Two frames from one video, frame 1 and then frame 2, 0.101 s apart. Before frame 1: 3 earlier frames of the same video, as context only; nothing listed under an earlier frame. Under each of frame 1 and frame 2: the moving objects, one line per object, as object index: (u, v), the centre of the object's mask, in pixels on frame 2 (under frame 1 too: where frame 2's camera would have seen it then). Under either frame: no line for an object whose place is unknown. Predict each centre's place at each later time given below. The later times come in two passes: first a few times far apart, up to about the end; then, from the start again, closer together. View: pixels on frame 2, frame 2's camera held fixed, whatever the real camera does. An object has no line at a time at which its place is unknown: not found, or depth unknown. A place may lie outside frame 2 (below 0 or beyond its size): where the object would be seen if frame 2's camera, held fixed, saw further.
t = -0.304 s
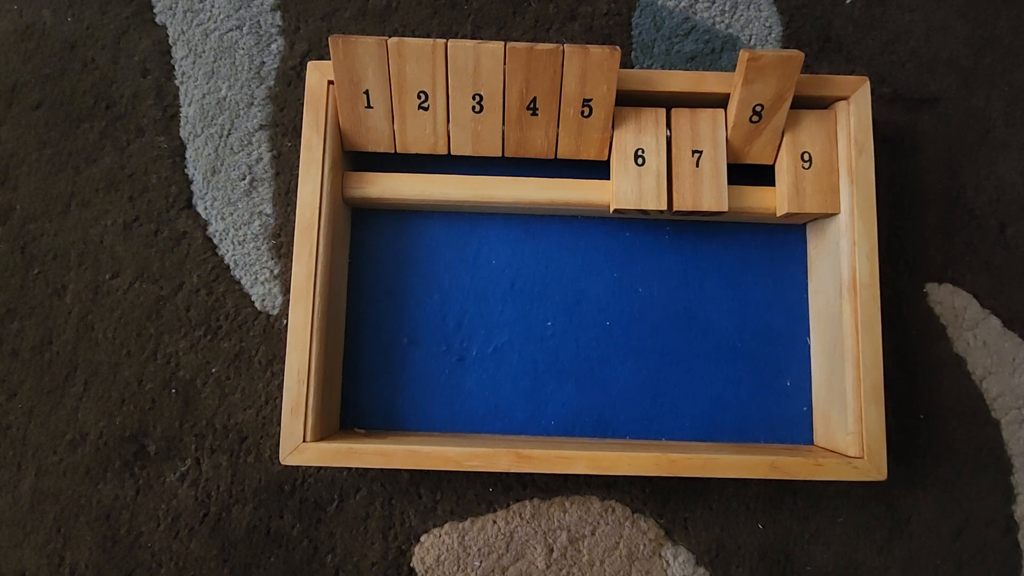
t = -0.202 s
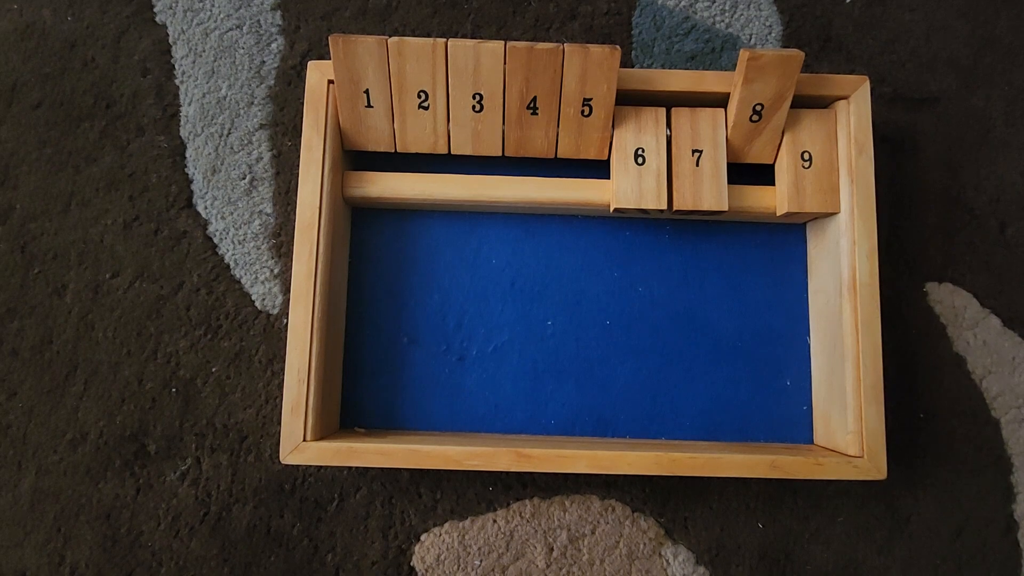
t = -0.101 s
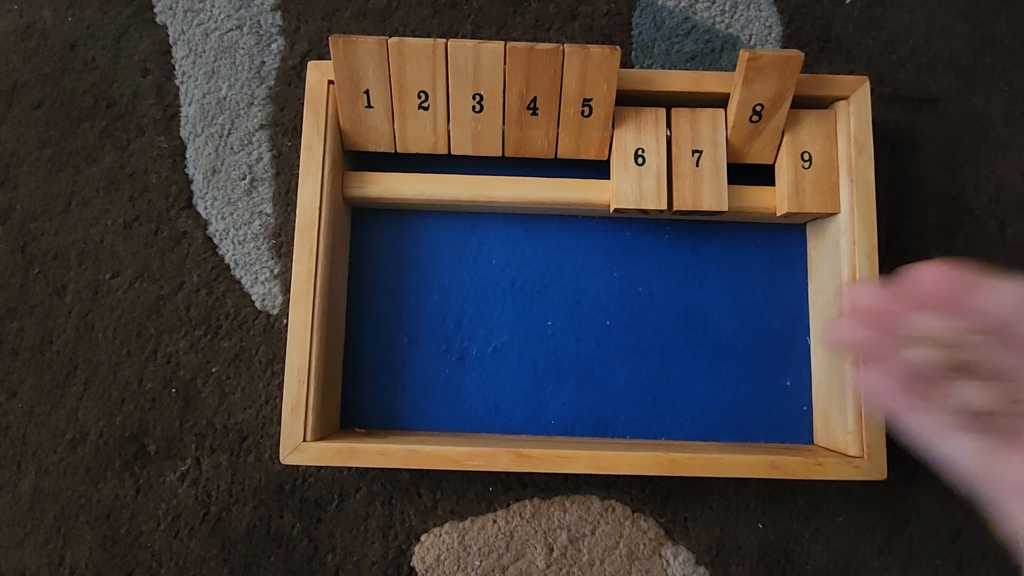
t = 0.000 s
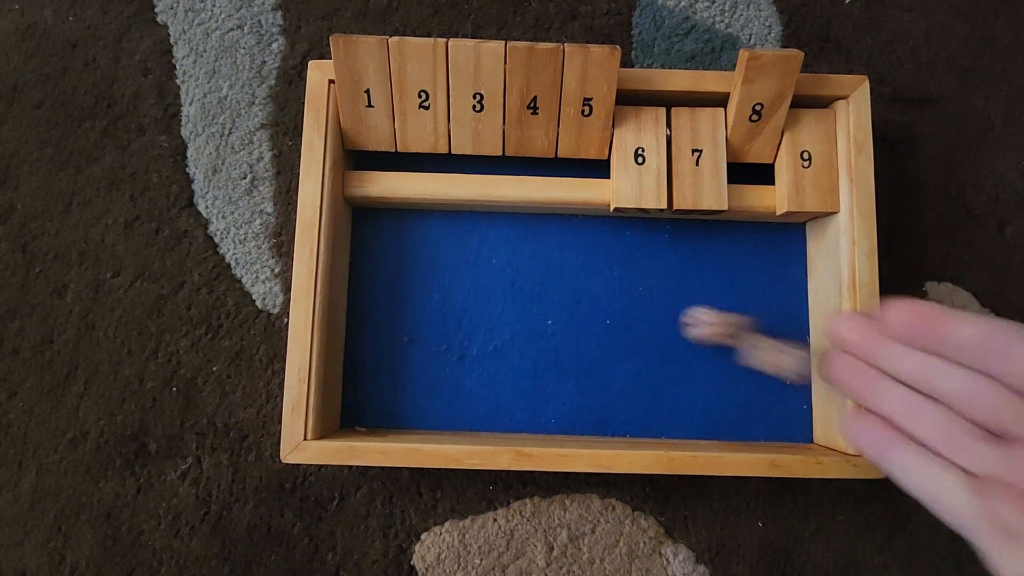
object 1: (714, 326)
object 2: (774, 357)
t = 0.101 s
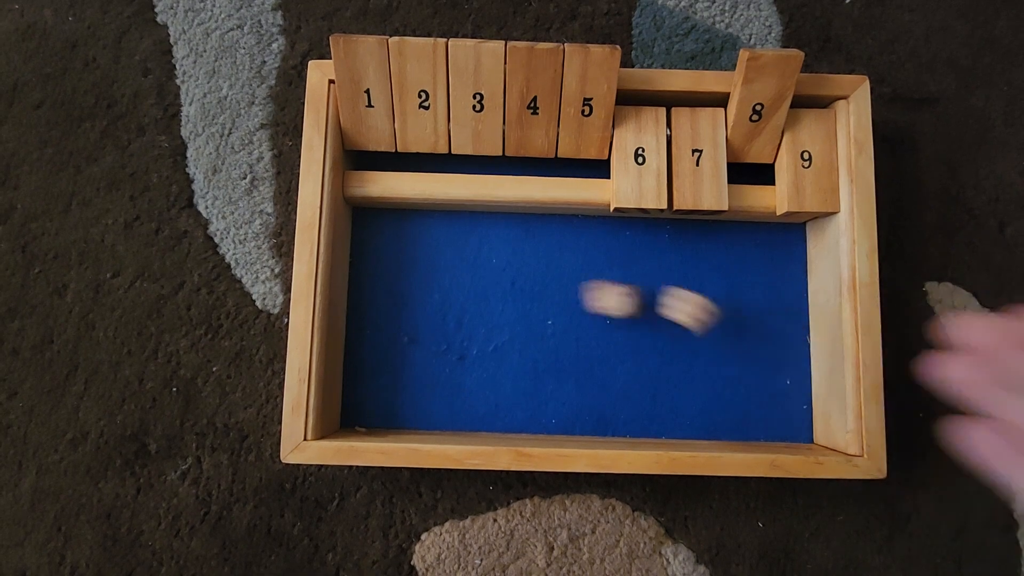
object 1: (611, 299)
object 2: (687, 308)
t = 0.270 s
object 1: (451, 301)
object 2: (551, 245)
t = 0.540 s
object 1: (384, 320)
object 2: (391, 264)
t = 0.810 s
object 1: (393, 323)
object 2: (364, 286)
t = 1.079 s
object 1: (394, 322)
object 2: (367, 284)
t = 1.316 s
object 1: (394, 323)
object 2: (367, 285)
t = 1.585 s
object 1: (394, 323)
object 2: (367, 285)
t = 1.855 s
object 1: (394, 323)
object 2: (367, 285)
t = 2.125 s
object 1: (394, 323)
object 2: (367, 285)
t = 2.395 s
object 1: (394, 323)
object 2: (367, 285)
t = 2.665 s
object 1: (394, 323)
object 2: (367, 285)
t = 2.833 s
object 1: (394, 323)
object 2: (367, 285)
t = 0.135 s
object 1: (575, 293)
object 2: (657, 294)
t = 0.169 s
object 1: (543, 290)
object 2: (633, 280)
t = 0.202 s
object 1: (510, 289)
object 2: (606, 270)
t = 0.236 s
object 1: (479, 293)
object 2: (578, 258)
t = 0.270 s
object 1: (451, 301)
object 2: (551, 245)
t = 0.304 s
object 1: (423, 307)
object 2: (526, 231)
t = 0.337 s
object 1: (398, 318)
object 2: (502, 230)
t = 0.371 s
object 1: (376, 326)
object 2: (476, 237)
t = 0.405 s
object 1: (360, 333)
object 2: (455, 245)
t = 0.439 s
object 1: (369, 332)
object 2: (437, 249)
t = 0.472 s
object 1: (376, 327)
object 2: (417, 251)
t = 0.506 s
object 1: (380, 323)
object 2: (404, 258)
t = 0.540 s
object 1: (384, 320)
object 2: (391, 264)
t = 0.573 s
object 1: (391, 321)
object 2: (381, 271)
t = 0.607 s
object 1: (397, 324)
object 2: (370, 278)
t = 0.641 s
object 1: (396, 325)
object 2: (362, 286)
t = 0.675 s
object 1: (392, 323)
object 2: (370, 286)
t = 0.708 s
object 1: (391, 322)
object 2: (374, 285)
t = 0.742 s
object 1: (394, 322)
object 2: (372, 284)
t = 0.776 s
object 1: (395, 323)
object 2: (367, 285)
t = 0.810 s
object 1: (393, 323)
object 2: (364, 286)
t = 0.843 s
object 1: (393, 323)
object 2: (367, 285)
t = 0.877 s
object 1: (394, 323)
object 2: (368, 285)
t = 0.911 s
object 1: (394, 322)
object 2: (367, 284)
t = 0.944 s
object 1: (394, 322)
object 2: (367, 284)
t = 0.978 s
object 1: (393, 323)
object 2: (367, 285)
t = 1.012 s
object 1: (394, 323)
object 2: (367, 285)
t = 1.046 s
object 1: (394, 323)
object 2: (367, 285)
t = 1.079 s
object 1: (394, 322)
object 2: (367, 284)
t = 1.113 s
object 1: (394, 322)
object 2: (367, 284)
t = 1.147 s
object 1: (394, 323)
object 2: (367, 284)
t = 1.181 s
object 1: (394, 323)
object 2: (367, 285)
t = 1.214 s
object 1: (394, 323)
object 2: (367, 285)
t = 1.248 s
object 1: (393, 323)
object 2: (367, 285)
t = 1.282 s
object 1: (394, 323)
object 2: (367, 285)
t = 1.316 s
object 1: (394, 323)
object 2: (367, 285)
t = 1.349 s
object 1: (394, 323)
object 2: (367, 285)
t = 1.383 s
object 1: (394, 323)
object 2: (367, 285)
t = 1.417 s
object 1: (394, 323)
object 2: (367, 285)
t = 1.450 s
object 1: (394, 323)
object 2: (367, 285)
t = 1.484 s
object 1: (394, 322)
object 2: (367, 284)
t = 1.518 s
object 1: (394, 322)
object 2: (367, 284)
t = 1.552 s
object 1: (394, 322)
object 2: (367, 284)
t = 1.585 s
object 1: (394, 323)
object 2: (367, 285)
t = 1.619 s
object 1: (394, 323)
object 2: (367, 285)
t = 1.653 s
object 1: (394, 323)
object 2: (367, 285)
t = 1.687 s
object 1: (394, 323)
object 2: (367, 285)
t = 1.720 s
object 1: (394, 323)
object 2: (367, 285)
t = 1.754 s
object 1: (394, 323)
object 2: (367, 285)
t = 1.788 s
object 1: (394, 323)
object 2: (367, 285)
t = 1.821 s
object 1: (394, 323)
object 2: (367, 285)
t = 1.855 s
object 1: (394, 323)
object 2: (367, 285)
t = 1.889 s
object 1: (394, 323)
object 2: (367, 285)
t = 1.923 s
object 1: (394, 323)
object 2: (367, 285)
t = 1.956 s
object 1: (394, 323)
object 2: (367, 285)
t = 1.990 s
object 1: (394, 323)
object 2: (367, 285)
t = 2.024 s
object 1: (394, 323)
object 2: (367, 285)
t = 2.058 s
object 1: (394, 323)
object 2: (367, 285)
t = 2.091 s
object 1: (394, 323)
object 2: (367, 285)
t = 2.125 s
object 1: (394, 323)
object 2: (367, 285)
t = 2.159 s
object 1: (394, 323)
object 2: (367, 285)
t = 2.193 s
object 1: (394, 323)
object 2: (367, 285)
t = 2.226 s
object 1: (394, 323)
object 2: (367, 285)
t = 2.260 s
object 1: (394, 323)
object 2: (367, 285)
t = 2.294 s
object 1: (394, 323)
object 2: (367, 285)
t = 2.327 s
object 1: (394, 323)
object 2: (367, 285)
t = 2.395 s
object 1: (394, 323)
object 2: (367, 285)
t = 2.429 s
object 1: (394, 323)
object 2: (367, 285)
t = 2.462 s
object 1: (394, 323)
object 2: (367, 285)
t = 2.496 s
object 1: (394, 323)
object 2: (367, 285)
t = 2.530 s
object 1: (394, 323)
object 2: (367, 285)
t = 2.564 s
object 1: (394, 323)
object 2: (367, 285)
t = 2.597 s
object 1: (394, 323)
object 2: (367, 285)
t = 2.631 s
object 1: (394, 323)
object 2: (367, 285)
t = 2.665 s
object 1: (394, 323)
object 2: (367, 285)
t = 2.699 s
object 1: (394, 323)
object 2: (367, 285)
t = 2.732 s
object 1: (394, 323)
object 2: (367, 285)
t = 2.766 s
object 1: (394, 323)
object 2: (367, 285)
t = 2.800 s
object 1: (394, 323)
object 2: (367, 285)
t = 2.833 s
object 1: (394, 323)
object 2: (367, 285)
